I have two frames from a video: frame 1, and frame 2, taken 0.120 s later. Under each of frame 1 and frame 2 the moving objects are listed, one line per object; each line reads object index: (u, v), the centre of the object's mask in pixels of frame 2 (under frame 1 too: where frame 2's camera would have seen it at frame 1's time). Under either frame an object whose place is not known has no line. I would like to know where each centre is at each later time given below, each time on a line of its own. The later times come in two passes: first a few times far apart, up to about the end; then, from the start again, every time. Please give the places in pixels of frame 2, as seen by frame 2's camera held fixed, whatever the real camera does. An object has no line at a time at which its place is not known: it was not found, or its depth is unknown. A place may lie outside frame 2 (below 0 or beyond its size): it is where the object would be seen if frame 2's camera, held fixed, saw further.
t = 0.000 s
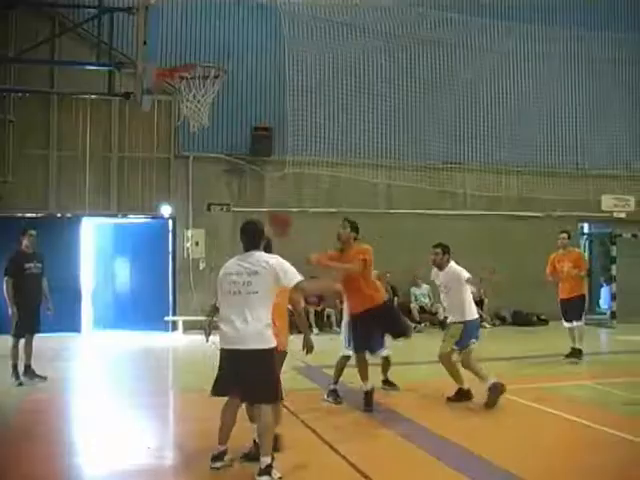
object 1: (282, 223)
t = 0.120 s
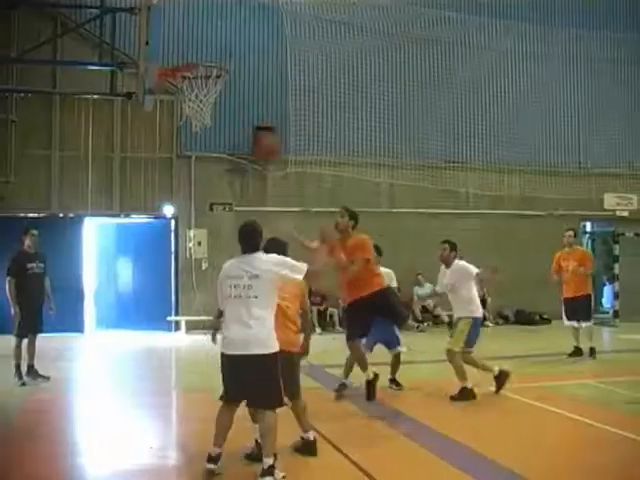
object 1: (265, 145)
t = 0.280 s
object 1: (246, 80)
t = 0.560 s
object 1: (201, 26)
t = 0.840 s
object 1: (170, 53)
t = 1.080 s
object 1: (170, 56)
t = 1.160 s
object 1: (169, 60)
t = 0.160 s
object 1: (259, 133)
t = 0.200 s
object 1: (255, 111)
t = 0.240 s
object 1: (250, 94)
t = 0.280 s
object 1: (246, 80)
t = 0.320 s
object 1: (240, 67)
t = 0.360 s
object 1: (234, 56)
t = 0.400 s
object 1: (229, 48)
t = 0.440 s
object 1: (223, 40)
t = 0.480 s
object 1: (218, 34)
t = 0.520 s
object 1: (207, 27)
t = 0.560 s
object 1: (201, 26)
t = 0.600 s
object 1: (195, 27)
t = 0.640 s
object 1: (191, 30)
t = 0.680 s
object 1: (186, 34)
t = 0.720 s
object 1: (180, 41)
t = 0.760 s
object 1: (173, 48)
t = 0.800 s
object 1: (170, 56)
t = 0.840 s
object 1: (170, 53)
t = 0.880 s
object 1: (170, 51)
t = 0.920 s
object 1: (170, 49)
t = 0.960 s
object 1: (170, 50)
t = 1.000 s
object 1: (170, 52)
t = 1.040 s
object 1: (170, 53)
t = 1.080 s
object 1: (170, 56)
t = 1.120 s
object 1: (170, 60)
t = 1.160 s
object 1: (169, 60)
